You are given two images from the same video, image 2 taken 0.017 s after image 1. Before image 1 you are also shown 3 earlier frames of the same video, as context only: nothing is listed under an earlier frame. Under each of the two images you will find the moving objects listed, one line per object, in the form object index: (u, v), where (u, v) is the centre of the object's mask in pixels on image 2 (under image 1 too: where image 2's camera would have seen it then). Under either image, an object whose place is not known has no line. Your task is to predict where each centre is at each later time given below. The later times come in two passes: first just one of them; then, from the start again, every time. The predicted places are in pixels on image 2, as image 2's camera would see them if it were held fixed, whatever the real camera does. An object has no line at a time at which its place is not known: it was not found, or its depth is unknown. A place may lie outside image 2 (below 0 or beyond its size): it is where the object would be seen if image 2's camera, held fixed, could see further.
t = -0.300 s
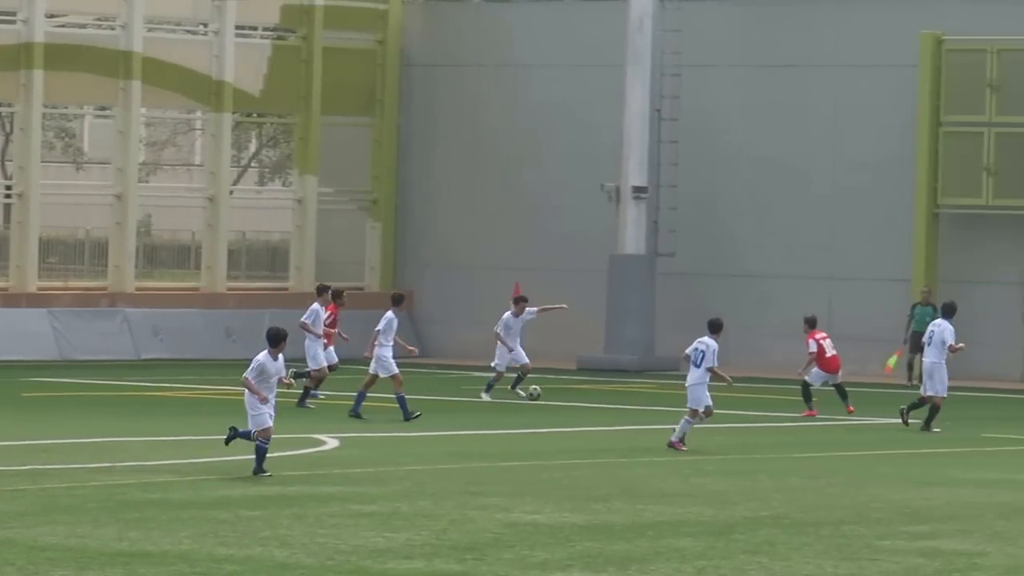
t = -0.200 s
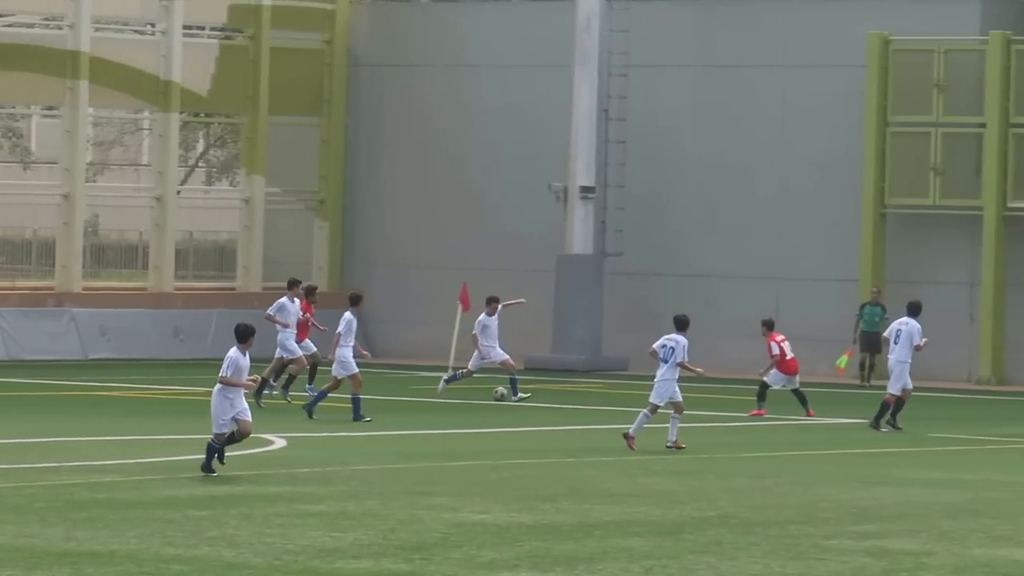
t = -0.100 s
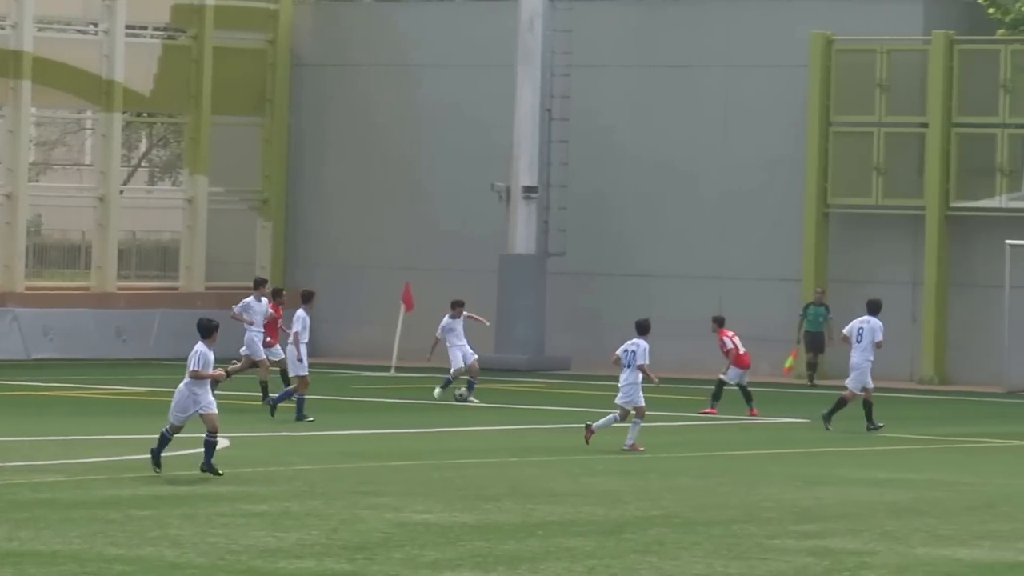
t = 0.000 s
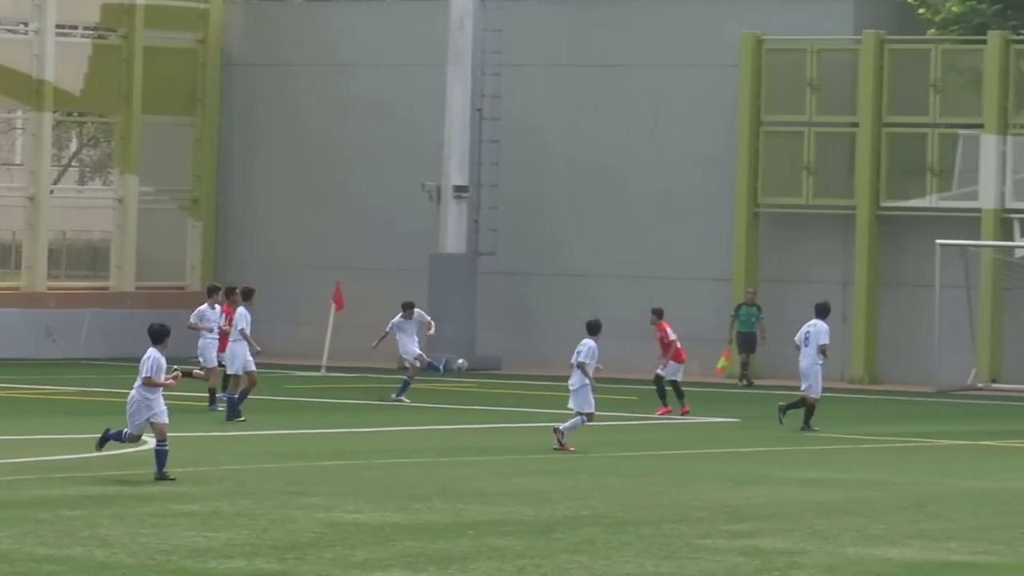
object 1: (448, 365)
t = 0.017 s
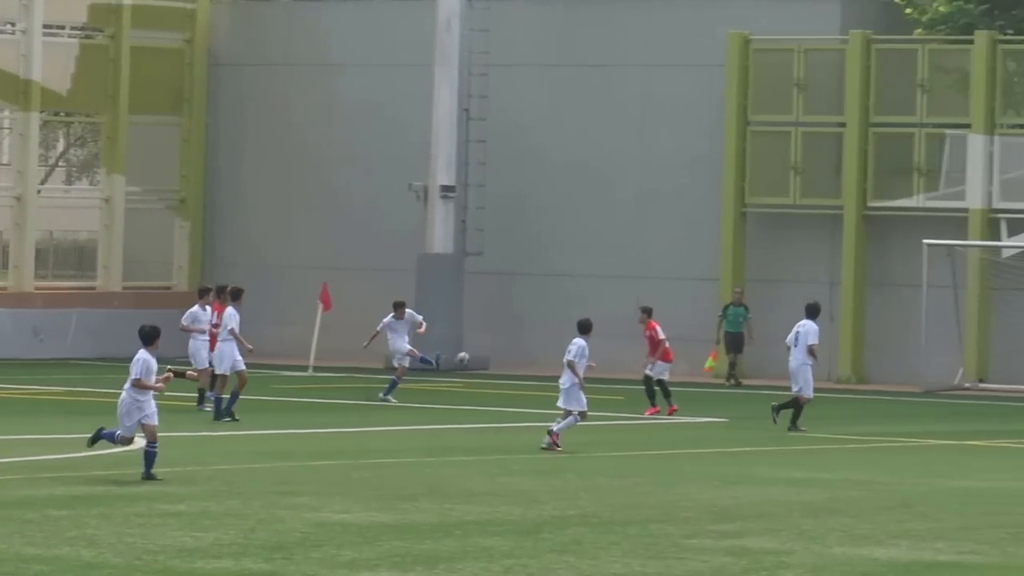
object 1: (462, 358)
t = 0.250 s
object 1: (659, 278)
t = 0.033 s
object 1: (477, 352)
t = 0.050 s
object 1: (491, 347)
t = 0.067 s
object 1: (505, 340)
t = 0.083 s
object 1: (519, 334)
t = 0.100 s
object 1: (533, 328)
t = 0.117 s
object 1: (547, 322)
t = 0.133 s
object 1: (561, 316)
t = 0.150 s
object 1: (575, 311)
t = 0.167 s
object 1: (589, 305)
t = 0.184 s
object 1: (603, 300)
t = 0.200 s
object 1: (616, 294)
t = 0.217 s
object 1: (631, 289)
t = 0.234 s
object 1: (645, 284)
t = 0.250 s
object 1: (659, 278)
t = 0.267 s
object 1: (673, 274)
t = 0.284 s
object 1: (687, 269)
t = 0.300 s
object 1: (701, 264)
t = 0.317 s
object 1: (715, 259)
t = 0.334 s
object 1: (729, 254)
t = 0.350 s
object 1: (743, 250)
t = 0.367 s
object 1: (757, 245)
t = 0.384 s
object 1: (770, 240)
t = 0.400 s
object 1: (784, 236)
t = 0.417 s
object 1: (798, 232)
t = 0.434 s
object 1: (812, 228)
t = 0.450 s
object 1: (825, 224)
